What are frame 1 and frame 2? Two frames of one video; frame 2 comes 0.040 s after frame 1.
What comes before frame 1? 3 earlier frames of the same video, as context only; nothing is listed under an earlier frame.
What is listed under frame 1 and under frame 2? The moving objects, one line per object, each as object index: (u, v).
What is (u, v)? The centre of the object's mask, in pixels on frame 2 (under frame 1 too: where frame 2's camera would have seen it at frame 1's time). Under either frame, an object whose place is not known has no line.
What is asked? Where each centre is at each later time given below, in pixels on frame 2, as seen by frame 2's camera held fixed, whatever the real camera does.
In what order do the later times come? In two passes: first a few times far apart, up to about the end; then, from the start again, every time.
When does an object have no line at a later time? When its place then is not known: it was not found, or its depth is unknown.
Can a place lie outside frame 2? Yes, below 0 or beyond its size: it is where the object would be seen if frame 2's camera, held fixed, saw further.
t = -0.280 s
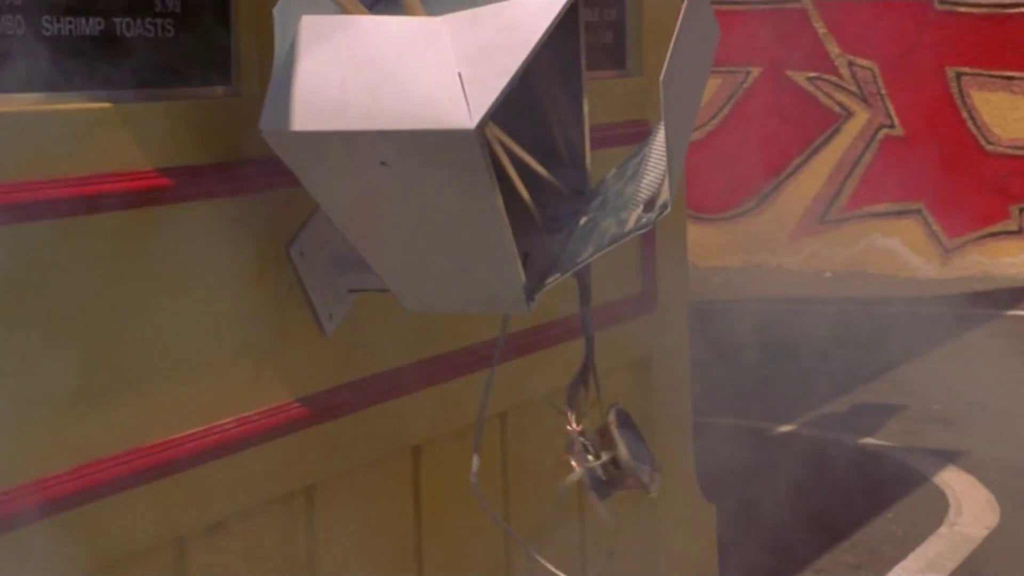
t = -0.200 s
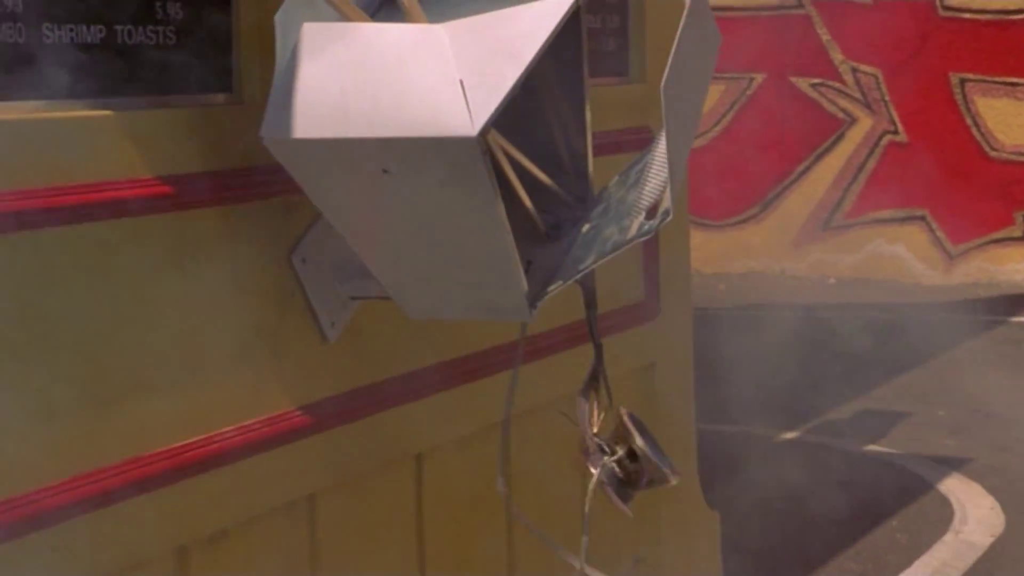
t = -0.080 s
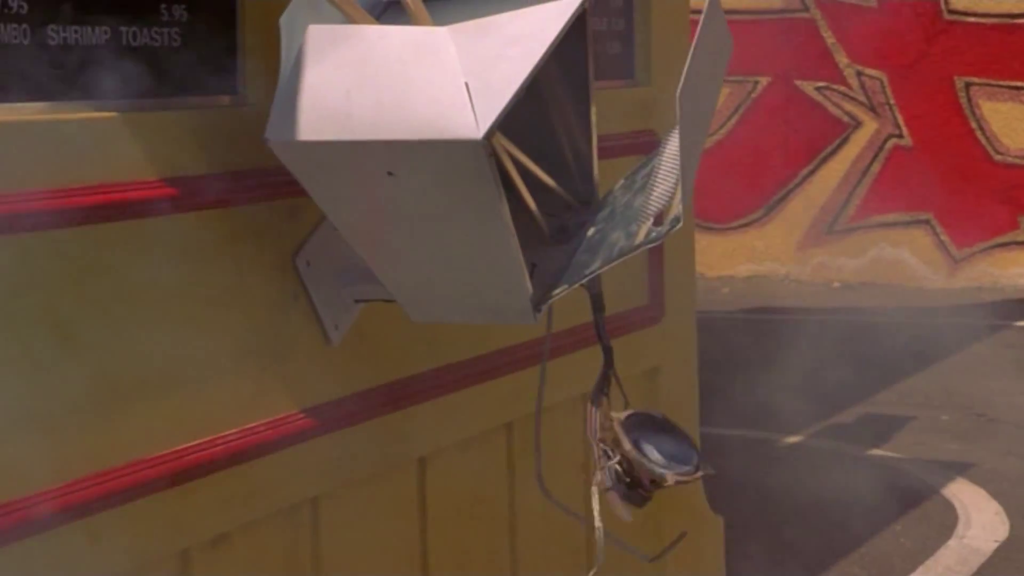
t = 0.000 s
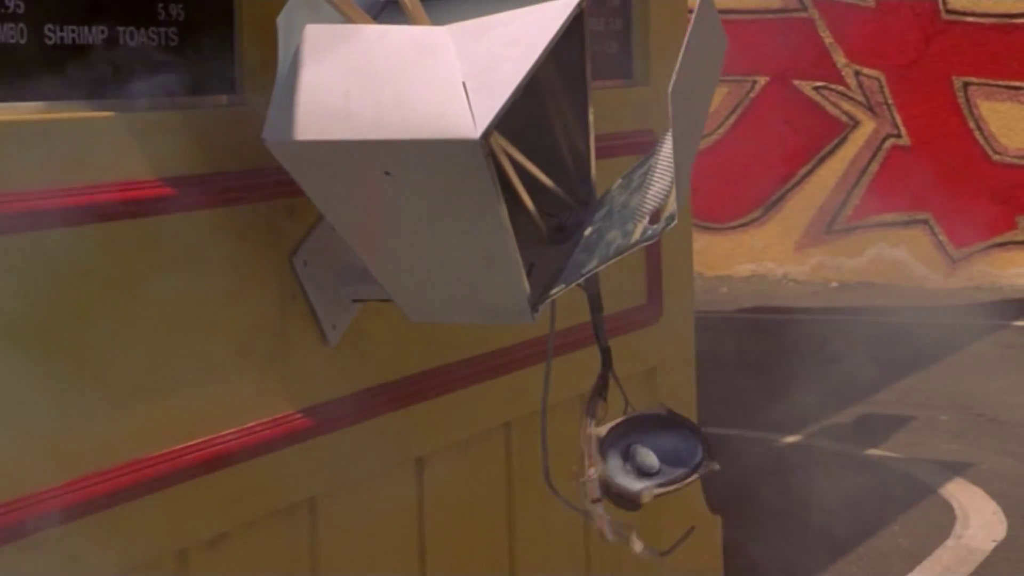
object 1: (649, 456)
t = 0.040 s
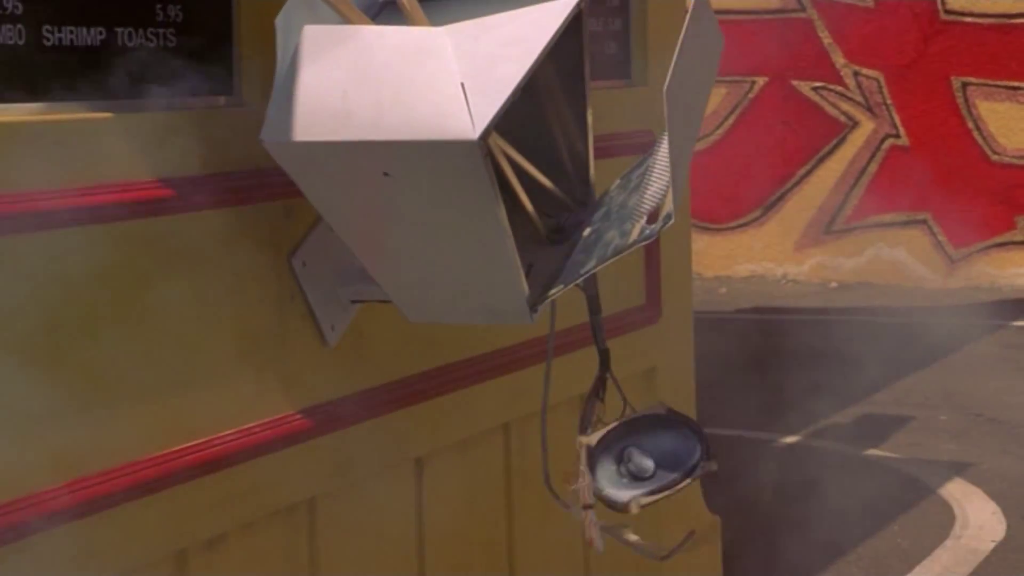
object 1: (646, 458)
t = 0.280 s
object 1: (603, 450)
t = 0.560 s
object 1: (598, 457)
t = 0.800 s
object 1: (629, 455)
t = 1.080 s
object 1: (616, 462)
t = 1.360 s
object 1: (577, 454)
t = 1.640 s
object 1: (588, 464)
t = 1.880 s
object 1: (621, 456)
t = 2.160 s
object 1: (616, 463)
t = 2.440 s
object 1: (590, 454)
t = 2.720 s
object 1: (609, 464)
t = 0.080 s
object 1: (639, 459)
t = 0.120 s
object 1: (631, 460)
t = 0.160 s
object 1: (624, 459)
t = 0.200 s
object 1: (617, 457)
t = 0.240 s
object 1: (609, 453)
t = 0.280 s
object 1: (603, 450)
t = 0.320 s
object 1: (598, 447)
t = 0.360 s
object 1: (594, 444)
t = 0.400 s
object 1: (591, 443)
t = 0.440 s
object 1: (591, 444)
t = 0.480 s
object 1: (592, 447)
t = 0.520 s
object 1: (595, 452)
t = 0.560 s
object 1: (598, 457)
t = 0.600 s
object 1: (603, 462)
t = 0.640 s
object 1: (608, 464)
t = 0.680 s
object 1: (613, 463)
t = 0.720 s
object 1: (619, 461)
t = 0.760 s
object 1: (624, 459)
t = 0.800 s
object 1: (629, 455)
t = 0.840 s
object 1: (631, 453)
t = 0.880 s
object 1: (631, 450)
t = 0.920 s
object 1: (630, 449)
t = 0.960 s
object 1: (627, 449)
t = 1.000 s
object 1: (624, 453)
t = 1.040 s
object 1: (620, 458)
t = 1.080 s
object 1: (616, 462)
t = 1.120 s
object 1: (610, 464)
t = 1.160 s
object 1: (604, 464)
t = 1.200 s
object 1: (598, 462)
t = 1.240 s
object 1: (592, 460)
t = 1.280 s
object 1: (586, 458)
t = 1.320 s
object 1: (582, 456)
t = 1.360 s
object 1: (577, 454)
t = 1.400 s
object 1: (575, 451)
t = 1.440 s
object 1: (573, 451)
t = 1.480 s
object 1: (574, 452)
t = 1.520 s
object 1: (577, 454)
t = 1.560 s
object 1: (579, 458)
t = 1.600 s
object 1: (583, 461)
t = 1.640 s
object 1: (588, 464)
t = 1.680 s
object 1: (593, 464)
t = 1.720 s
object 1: (600, 463)
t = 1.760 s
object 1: (606, 462)
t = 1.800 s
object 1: (612, 460)
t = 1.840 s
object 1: (617, 459)
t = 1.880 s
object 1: (621, 456)
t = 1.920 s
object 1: (623, 454)
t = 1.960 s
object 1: (624, 453)
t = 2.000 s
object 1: (624, 455)
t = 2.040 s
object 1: (624, 457)
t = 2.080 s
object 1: (622, 461)
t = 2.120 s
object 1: (619, 462)
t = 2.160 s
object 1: (616, 463)
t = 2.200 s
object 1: (612, 463)
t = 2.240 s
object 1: (608, 462)
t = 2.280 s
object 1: (603, 461)
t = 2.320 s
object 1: (599, 459)
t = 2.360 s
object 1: (595, 457)
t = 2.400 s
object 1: (592, 455)
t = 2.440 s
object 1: (590, 454)
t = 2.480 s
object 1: (588, 453)
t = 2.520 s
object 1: (589, 454)
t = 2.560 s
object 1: (591, 456)
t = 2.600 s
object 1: (594, 458)
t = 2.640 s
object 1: (599, 461)
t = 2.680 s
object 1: (604, 463)
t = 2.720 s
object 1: (609, 464)
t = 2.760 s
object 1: (615, 463)
